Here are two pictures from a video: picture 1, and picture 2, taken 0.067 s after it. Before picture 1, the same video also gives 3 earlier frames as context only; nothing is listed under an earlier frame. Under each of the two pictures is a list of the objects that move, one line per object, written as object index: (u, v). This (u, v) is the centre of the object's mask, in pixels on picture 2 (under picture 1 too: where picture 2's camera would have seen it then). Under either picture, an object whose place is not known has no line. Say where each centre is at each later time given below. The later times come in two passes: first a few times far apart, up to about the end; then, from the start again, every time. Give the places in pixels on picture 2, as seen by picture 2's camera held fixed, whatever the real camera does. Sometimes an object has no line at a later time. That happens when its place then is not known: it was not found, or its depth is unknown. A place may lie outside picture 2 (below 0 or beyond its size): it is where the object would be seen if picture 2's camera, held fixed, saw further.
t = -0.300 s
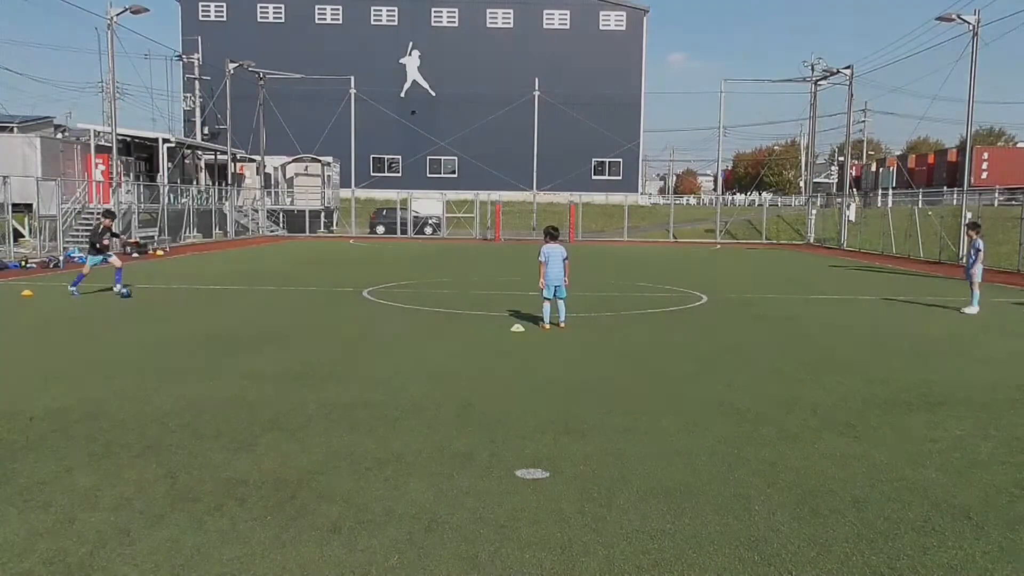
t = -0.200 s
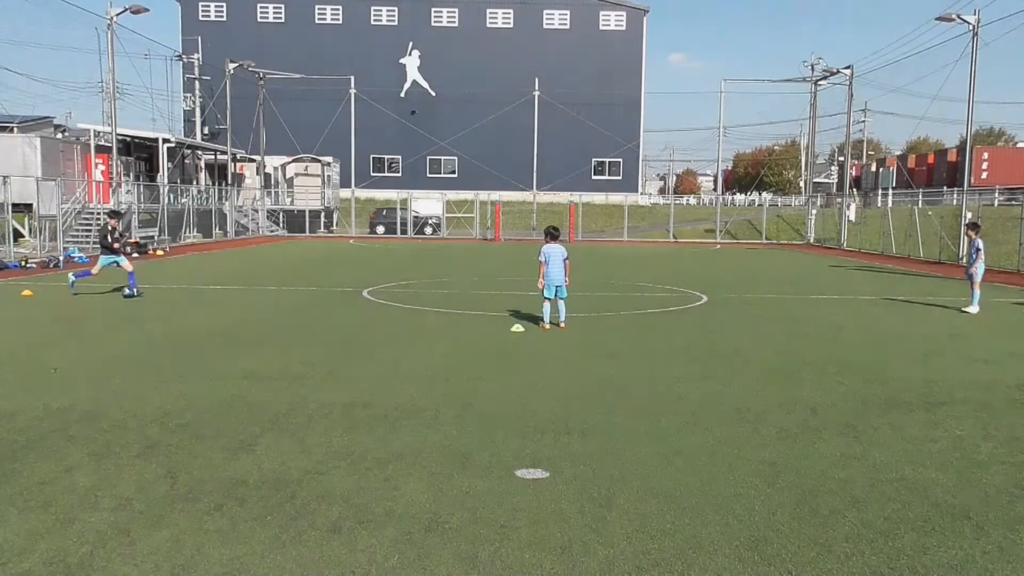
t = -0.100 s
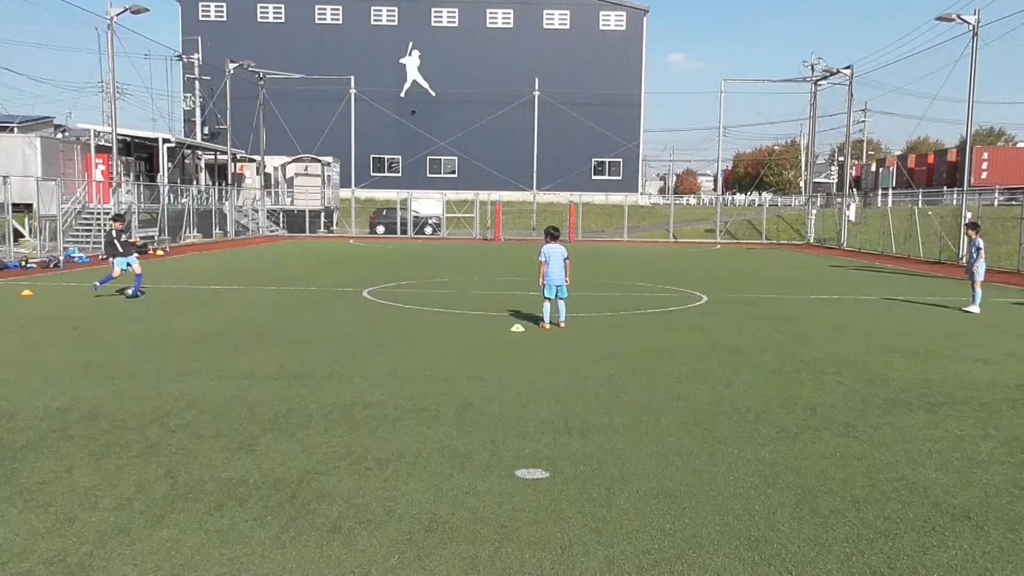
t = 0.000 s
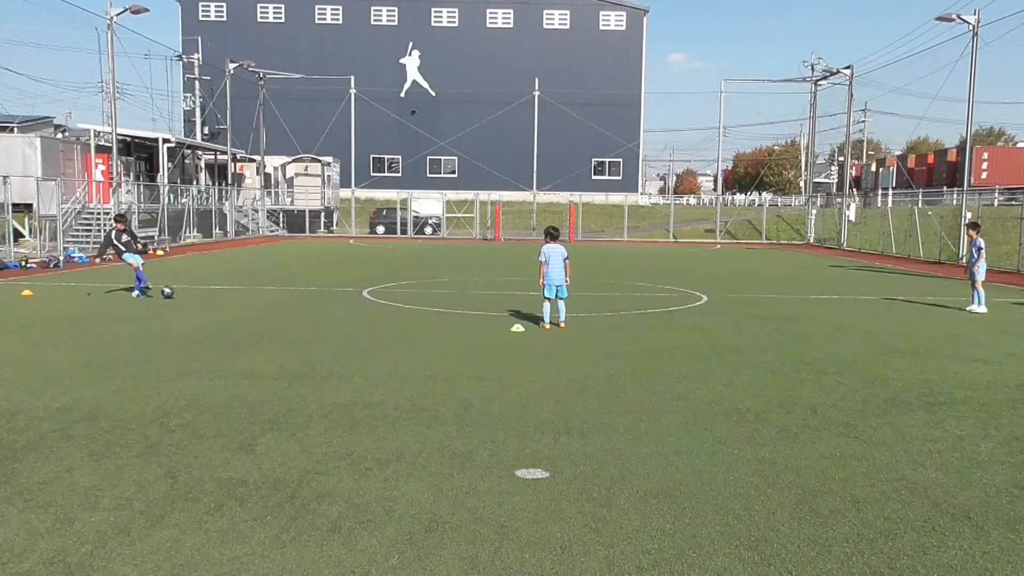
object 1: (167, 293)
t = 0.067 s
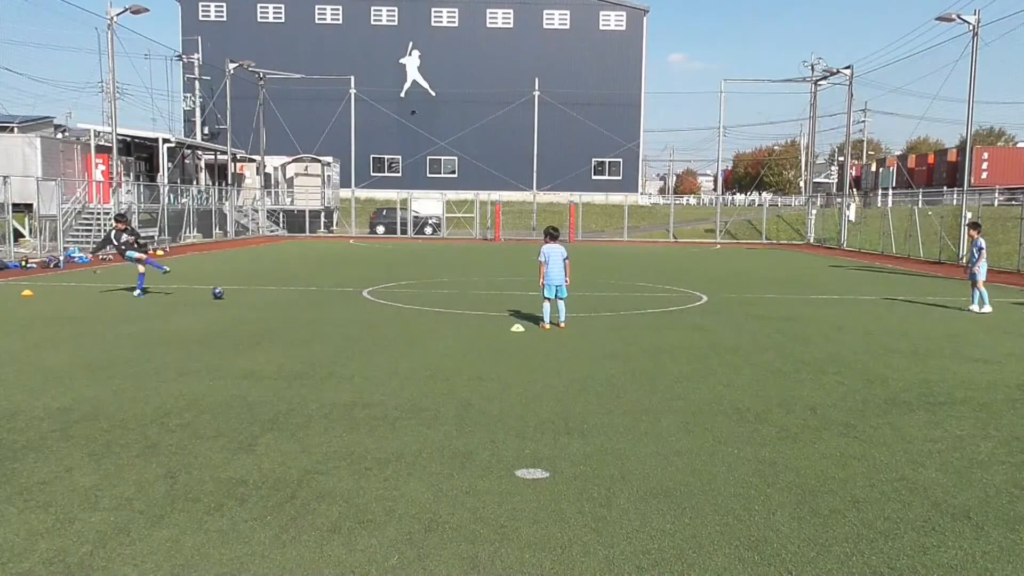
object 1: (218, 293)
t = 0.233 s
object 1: (337, 296)
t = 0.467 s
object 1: (481, 299)
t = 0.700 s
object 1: (604, 301)
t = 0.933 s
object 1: (710, 301)
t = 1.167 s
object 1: (811, 303)
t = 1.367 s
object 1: (896, 304)
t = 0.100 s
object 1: (243, 295)
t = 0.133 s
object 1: (267, 296)
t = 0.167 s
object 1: (291, 295)
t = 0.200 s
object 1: (314, 296)
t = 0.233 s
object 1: (337, 296)
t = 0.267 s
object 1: (359, 296)
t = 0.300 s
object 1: (381, 297)
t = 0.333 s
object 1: (401, 298)
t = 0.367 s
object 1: (422, 298)
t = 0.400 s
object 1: (442, 298)
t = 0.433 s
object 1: (462, 299)
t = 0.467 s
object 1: (481, 299)
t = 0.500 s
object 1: (500, 299)
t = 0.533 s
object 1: (518, 300)
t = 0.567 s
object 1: (535, 300)
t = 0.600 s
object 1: (553, 301)
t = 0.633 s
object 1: (571, 301)
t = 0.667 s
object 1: (587, 301)
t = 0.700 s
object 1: (604, 301)
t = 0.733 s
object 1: (619, 301)
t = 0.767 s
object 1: (634, 301)
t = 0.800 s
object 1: (650, 301)
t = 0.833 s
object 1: (665, 301)
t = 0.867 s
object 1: (680, 301)
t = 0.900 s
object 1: (696, 300)
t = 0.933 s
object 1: (710, 301)
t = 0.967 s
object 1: (725, 302)
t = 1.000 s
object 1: (739, 302)
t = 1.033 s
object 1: (754, 302)
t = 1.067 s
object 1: (769, 301)
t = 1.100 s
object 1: (783, 302)
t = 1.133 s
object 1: (797, 303)
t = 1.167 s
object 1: (811, 303)
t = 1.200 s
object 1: (825, 304)
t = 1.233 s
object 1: (840, 304)
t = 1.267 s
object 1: (854, 304)
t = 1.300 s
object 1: (869, 304)
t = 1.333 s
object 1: (883, 304)
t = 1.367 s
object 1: (896, 304)
